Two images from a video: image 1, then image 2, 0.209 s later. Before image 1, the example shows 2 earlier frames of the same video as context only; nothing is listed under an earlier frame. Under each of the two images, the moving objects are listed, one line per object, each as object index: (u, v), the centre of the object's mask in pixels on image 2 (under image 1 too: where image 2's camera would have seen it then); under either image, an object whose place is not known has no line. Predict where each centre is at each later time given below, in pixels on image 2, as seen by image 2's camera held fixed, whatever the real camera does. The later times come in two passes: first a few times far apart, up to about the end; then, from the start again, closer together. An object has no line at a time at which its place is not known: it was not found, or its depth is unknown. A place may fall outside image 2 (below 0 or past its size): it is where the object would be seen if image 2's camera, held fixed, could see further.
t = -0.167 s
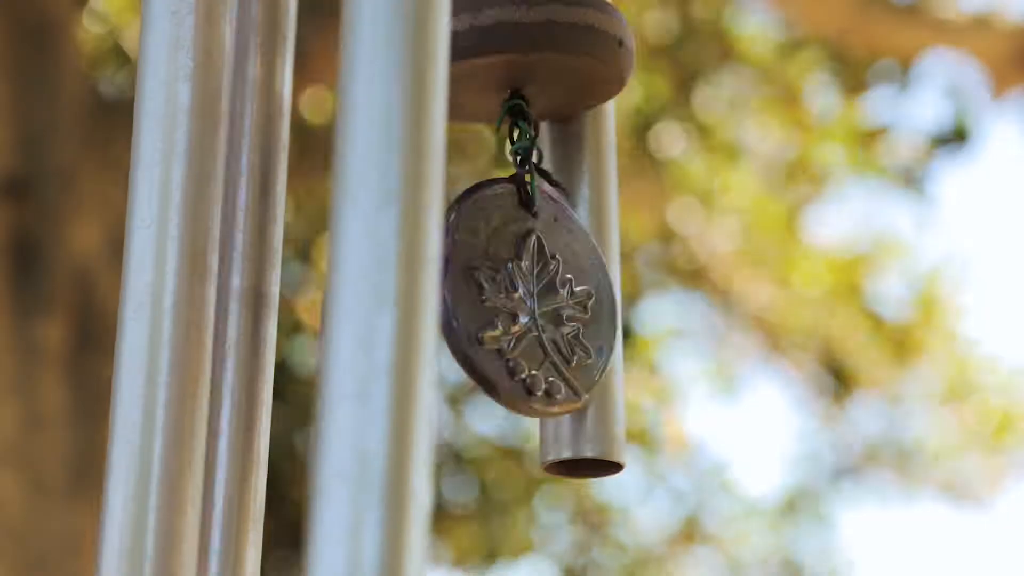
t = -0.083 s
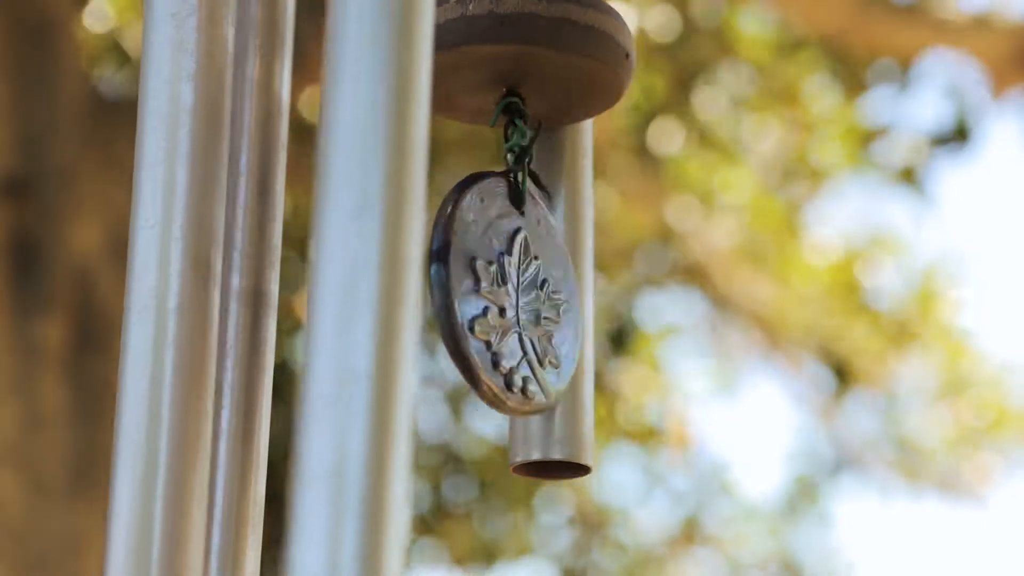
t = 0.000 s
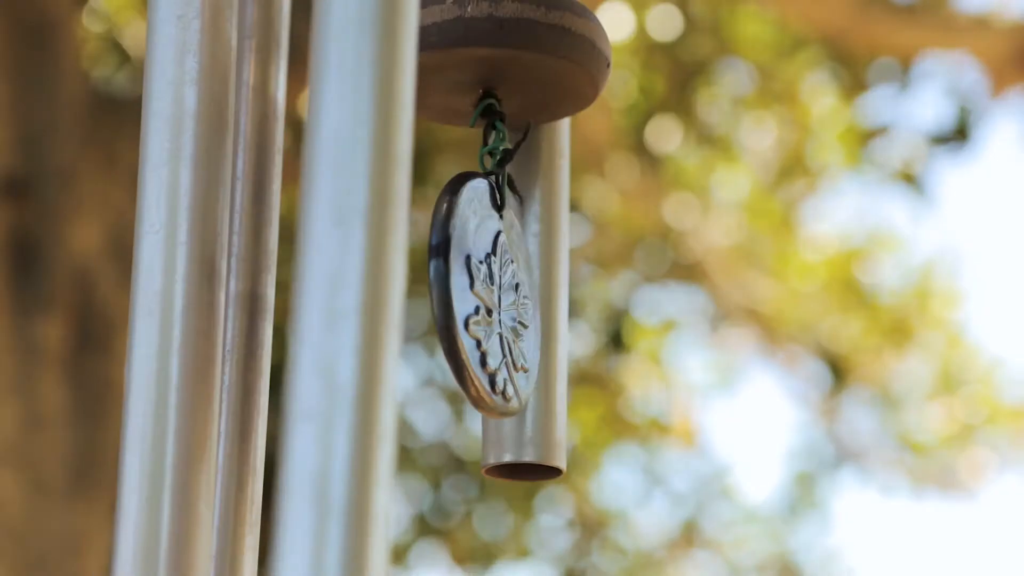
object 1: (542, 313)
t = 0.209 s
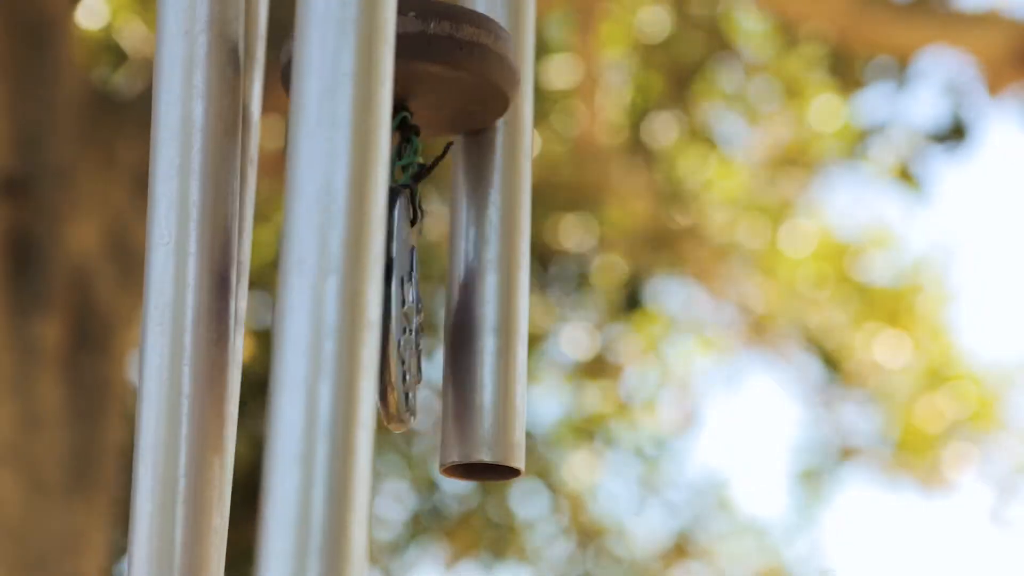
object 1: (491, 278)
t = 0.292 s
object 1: (491, 259)
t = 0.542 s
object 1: (543, 239)
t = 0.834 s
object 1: (565, 237)
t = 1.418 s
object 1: (597, 254)
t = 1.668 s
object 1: (609, 246)
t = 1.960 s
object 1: (572, 241)
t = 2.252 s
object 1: (527, 249)
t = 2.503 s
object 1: (539, 250)
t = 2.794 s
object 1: (576, 250)
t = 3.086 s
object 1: (602, 242)
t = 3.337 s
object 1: (579, 243)
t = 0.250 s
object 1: (489, 270)
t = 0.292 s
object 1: (491, 259)
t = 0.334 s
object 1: (496, 250)
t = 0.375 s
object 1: (503, 244)
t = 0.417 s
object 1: (511, 241)
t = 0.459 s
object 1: (522, 241)
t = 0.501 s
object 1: (532, 239)
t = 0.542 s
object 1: (543, 239)
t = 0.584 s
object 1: (552, 238)
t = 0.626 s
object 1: (560, 238)
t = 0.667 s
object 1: (564, 238)
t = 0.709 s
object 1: (567, 238)
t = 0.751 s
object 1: (567, 238)
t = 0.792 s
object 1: (567, 238)
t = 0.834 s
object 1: (565, 237)
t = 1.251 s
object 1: (576, 251)
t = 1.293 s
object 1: (581, 253)
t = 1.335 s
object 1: (587, 255)
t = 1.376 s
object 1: (592, 255)
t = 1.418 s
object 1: (597, 254)
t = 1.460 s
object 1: (601, 251)
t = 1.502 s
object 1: (605, 249)
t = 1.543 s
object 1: (608, 246)
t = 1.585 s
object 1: (609, 244)
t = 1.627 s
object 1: (609, 245)
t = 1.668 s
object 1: (609, 246)
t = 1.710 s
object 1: (606, 246)
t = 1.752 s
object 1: (602, 245)
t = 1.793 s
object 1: (598, 244)
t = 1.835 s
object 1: (592, 243)
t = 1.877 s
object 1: (585, 241)
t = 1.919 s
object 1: (579, 240)
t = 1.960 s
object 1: (572, 241)
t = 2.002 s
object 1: (565, 242)
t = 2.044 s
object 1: (558, 244)
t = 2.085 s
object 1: (551, 245)
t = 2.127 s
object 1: (543, 246)
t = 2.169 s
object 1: (536, 248)
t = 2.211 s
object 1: (531, 248)
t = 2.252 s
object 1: (527, 249)
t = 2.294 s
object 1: (526, 250)
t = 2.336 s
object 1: (526, 251)
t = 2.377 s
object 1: (528, 251)
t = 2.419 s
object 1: (530, 251)
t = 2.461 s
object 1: (534, 250)
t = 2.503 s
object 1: (539, 250)
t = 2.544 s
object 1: (544, 248)
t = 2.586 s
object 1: (548, 246)
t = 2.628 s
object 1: (552, 245)
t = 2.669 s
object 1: (556, 246)
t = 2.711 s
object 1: (559, 249)
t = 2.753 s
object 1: (567, 250)
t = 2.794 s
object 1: (576, 250)
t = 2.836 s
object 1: (584, 248)
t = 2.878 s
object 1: (589, 247)
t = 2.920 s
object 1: (594, 246)
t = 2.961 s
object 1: (599, 245)
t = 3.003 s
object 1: (602, 242)
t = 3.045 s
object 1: (603, 241)
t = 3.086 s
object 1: (602, 242)
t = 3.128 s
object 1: (599, 243)
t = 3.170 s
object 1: (595, 245)
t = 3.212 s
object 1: (590, 246)
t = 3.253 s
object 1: (586, 245)
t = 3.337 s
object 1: (579, 243)
